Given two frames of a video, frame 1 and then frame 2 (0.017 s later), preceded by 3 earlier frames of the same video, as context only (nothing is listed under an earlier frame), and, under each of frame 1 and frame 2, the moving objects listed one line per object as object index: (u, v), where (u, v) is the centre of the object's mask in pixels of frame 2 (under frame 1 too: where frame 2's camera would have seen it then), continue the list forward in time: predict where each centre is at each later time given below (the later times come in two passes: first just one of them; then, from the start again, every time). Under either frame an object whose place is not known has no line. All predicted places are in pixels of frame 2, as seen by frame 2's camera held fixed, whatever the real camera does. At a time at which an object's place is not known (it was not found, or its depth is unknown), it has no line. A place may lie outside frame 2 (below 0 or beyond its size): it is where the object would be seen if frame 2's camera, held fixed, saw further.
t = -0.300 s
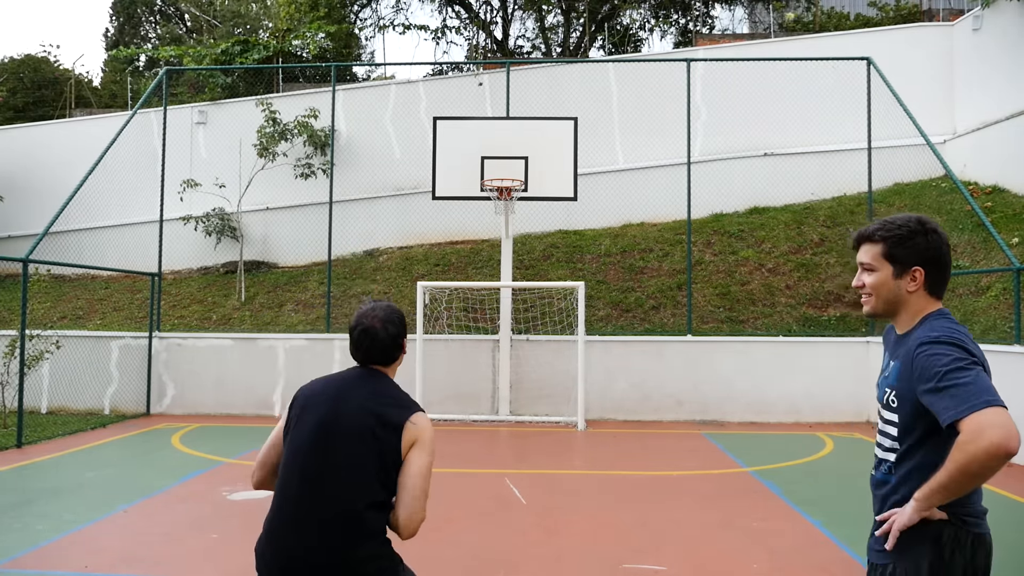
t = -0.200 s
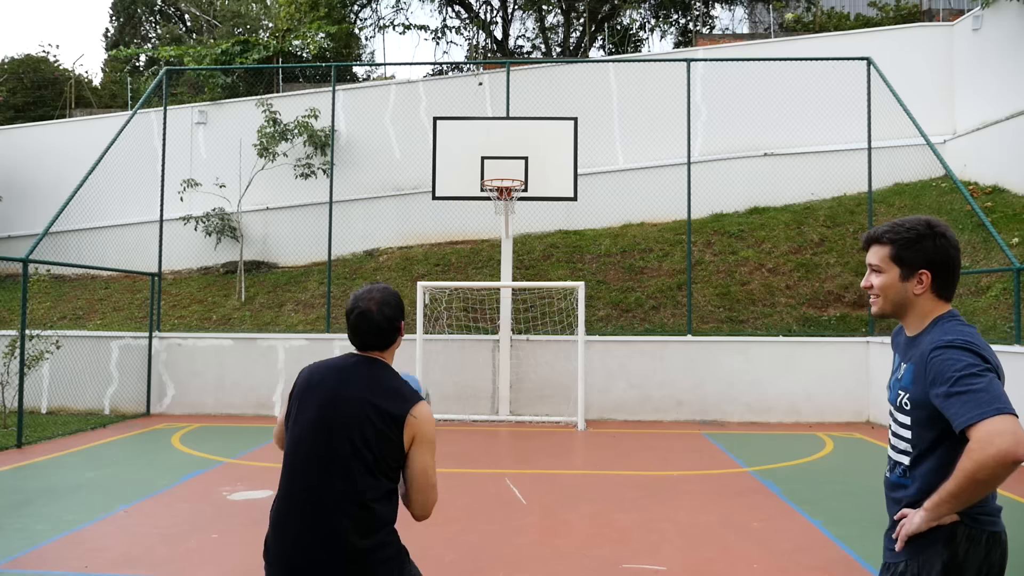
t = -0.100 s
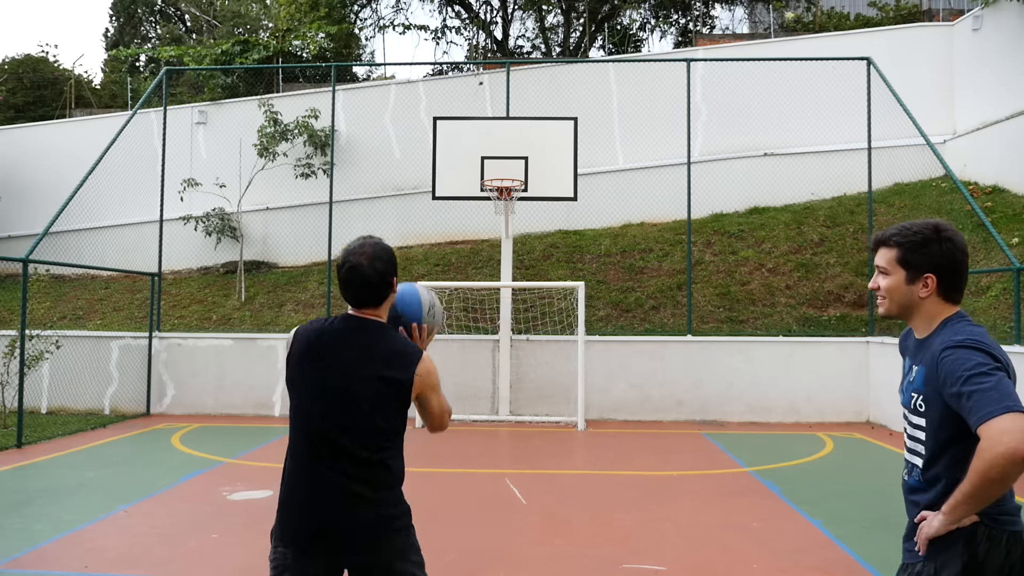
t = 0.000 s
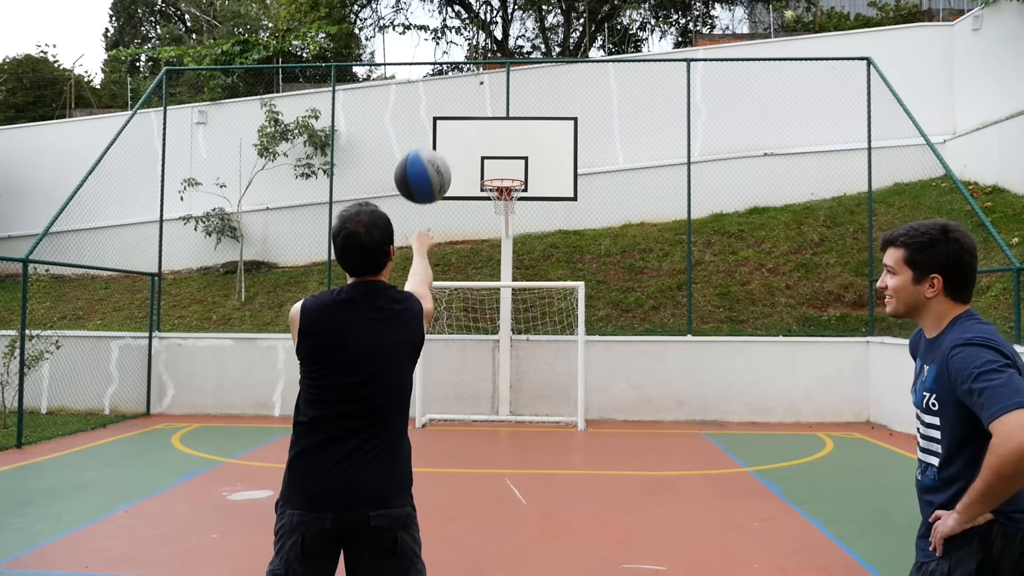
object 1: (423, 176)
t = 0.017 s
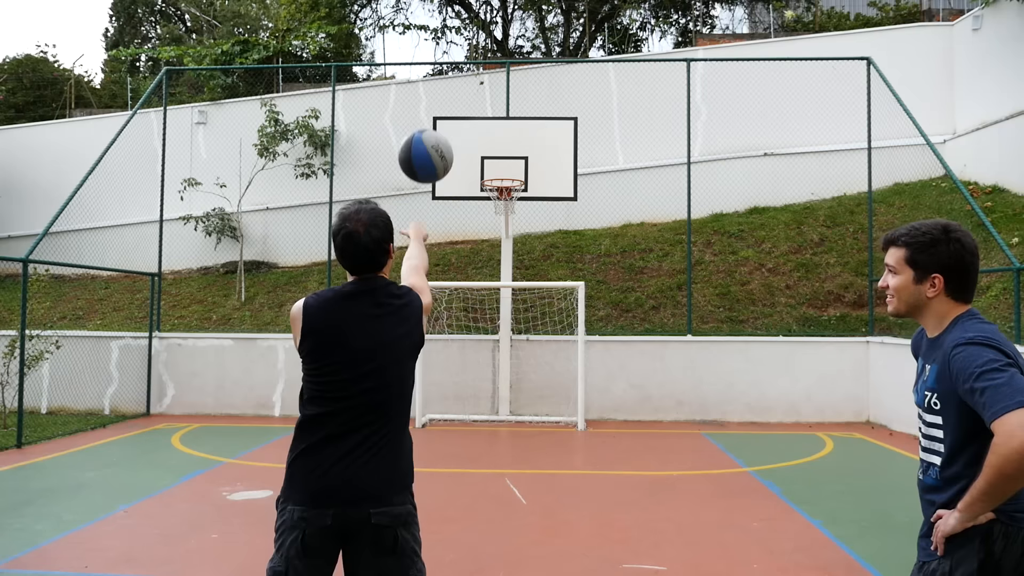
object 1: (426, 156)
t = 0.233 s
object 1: (452, 16)
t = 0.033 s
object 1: (429, 139)
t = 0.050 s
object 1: (431, 122)
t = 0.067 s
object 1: (433, 106)
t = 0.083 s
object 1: (436, 92)
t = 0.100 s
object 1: (438, 80)
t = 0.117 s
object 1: (440, 68)
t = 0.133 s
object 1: (442, 57)
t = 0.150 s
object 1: (444, 48)
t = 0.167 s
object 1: (445, 39)
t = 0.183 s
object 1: (447, 32)
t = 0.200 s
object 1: (448, 25)
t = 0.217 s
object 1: (450, 19)
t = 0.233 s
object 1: (452, 16)
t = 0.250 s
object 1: (454, 13)
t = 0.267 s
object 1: (455, 11)
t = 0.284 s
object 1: (456, 9)
